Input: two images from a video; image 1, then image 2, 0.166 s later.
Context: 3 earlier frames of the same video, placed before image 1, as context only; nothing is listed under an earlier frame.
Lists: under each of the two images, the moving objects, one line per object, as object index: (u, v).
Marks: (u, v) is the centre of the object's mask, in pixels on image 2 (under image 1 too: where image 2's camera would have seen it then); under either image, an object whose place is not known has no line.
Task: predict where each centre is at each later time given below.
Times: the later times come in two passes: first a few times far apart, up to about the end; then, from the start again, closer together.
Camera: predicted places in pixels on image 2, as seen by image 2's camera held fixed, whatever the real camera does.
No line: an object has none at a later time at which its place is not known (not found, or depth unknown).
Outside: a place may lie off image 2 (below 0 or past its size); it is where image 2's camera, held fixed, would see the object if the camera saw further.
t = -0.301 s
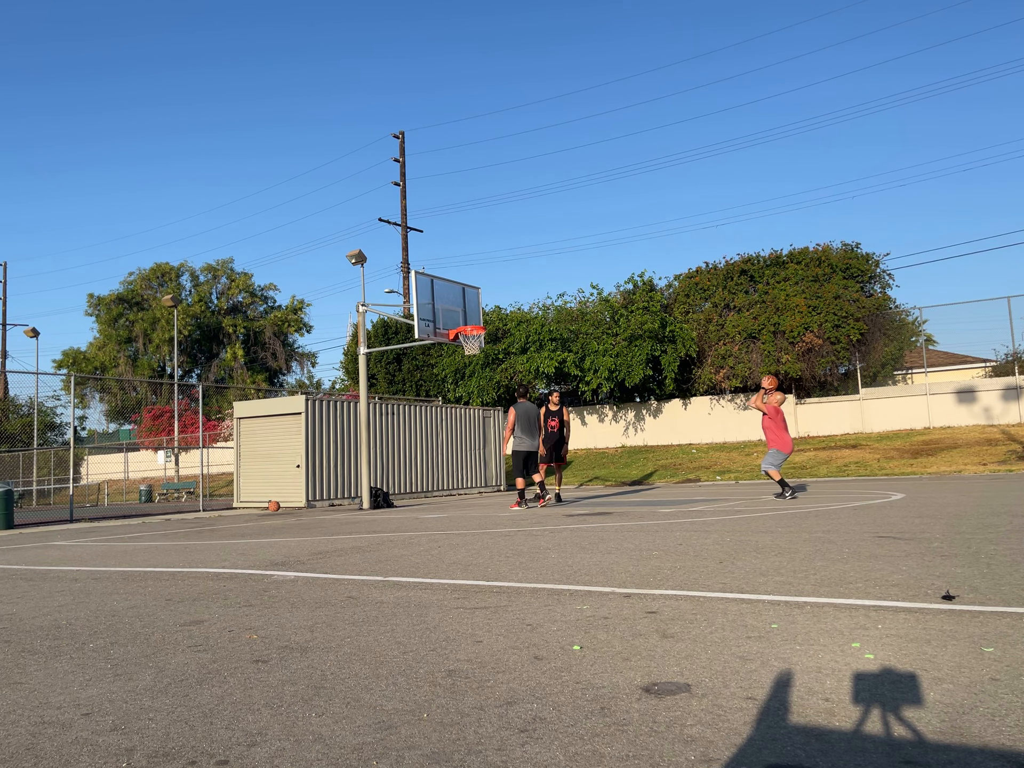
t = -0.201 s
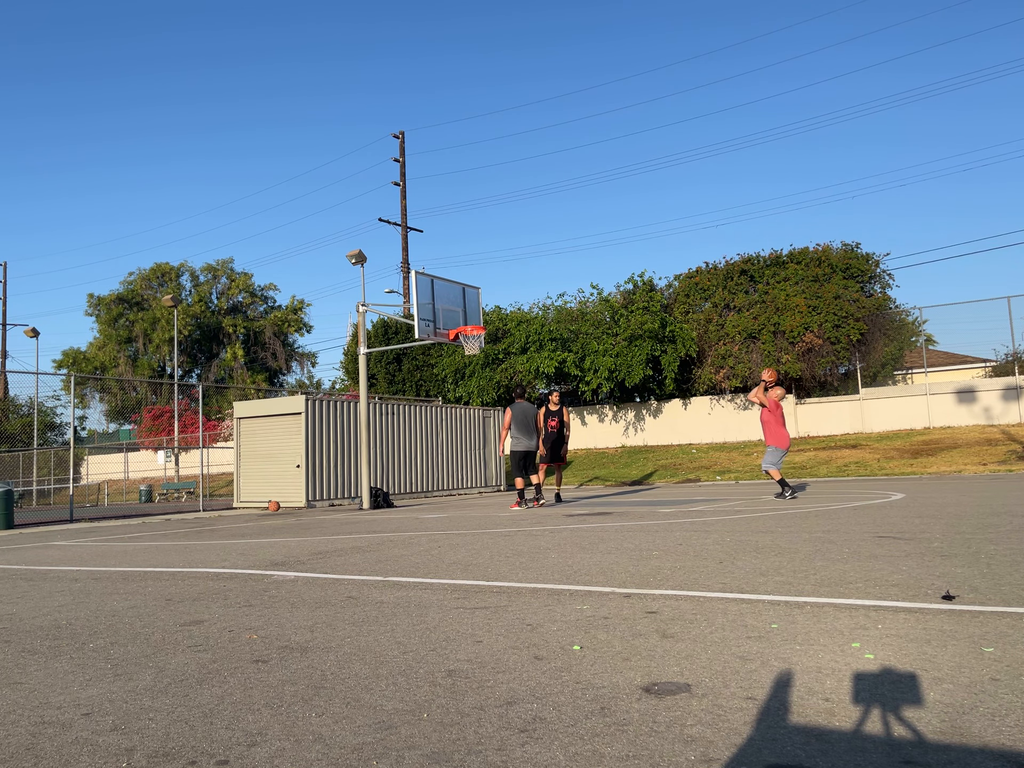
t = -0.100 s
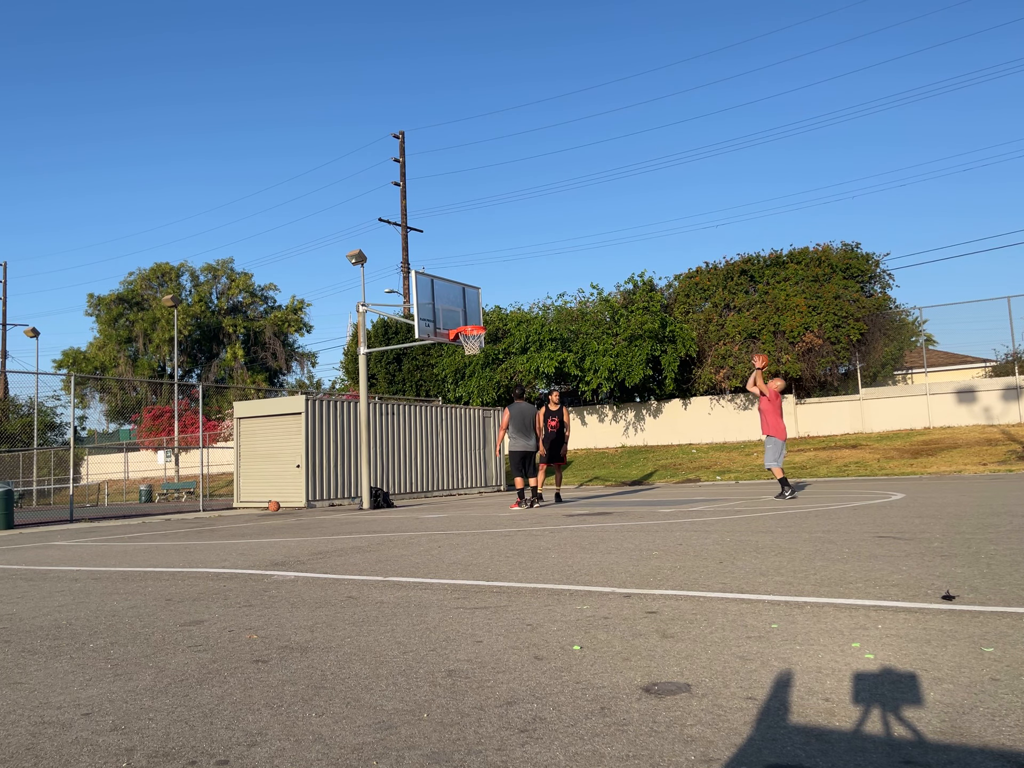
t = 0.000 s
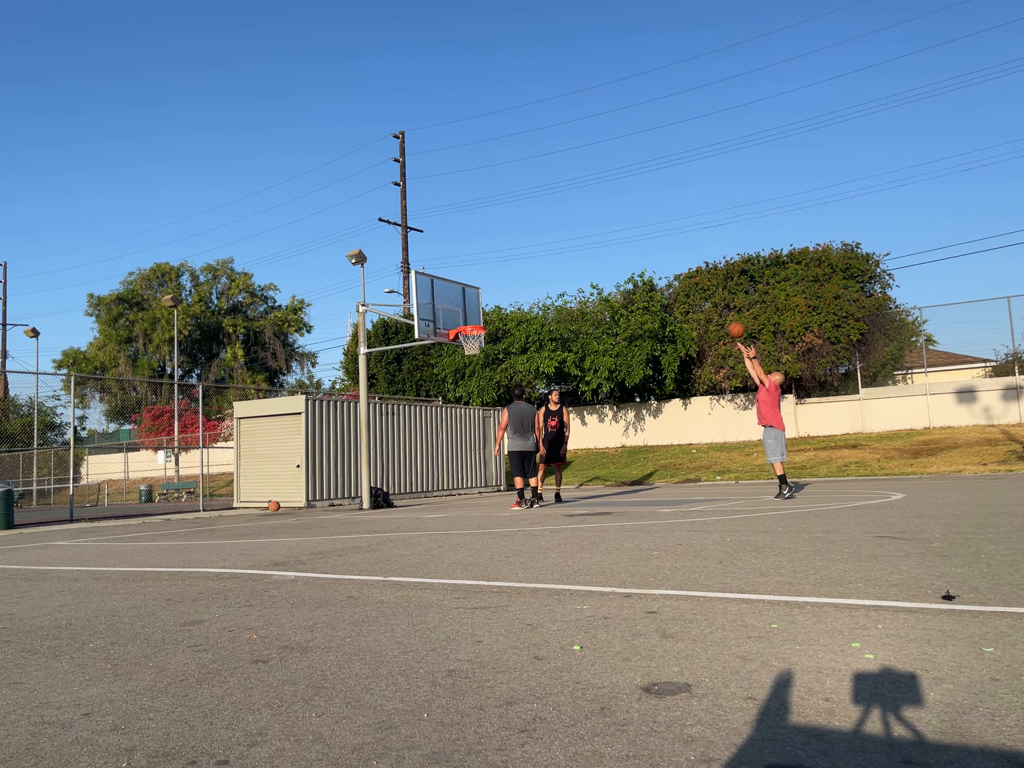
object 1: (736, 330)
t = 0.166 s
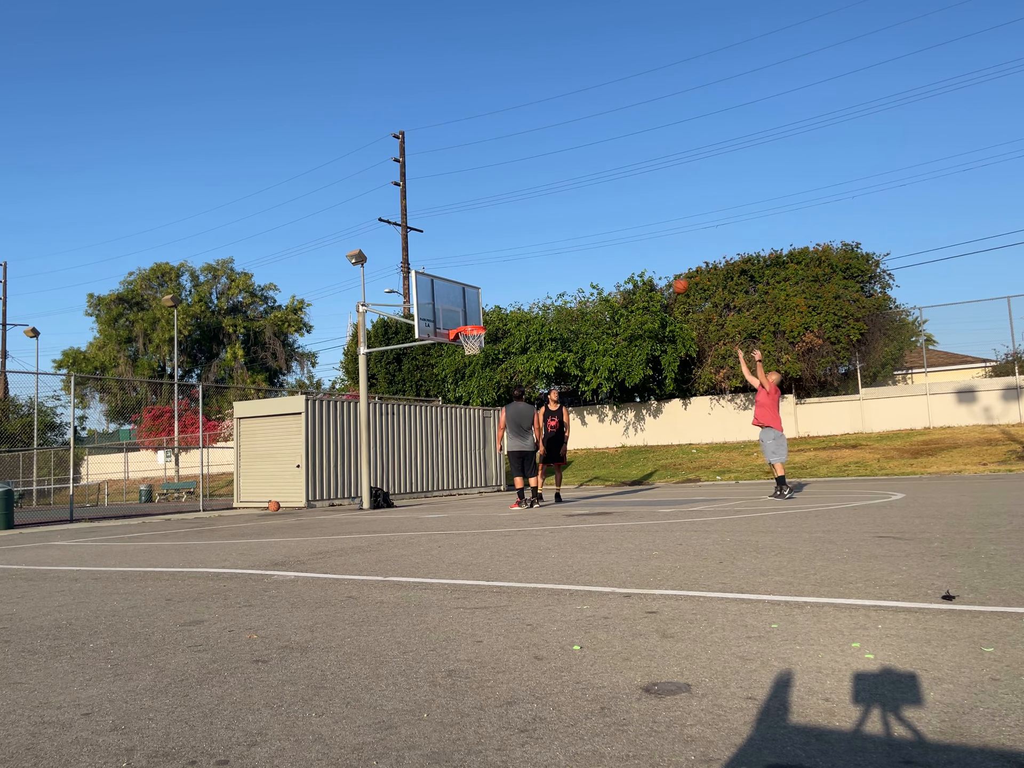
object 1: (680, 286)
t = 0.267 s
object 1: (650, 269)
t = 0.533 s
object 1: (573, 256)
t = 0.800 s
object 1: (505, 287)
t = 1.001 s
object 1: (470, 332)
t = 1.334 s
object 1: (466, 351)
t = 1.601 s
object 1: (469, 359)
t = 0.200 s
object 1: (670, 280)
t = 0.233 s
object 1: (660, 274)
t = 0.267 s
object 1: (650, 269)
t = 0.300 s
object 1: (640, 265)
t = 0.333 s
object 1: (630, 262)
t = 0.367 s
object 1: (620, 259)
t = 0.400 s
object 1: (610, 257)
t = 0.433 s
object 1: (601, 256)
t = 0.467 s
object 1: (592, 255)
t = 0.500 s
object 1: (582, 256)
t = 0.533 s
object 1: (573, 256)
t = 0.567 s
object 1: (565, 258)
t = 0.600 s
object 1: (556, 260)
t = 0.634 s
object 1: (547, 263)
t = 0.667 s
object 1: (538, 267)
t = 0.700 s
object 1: (530, 271)
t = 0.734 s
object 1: (522, 275)
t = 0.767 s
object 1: (513, 281)
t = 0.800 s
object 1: (505, 287)
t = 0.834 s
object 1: (497, 293)
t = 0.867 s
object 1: (489, 301)
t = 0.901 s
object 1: (481, 308)
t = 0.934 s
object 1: (473, 317)
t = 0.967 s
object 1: (465, 323)
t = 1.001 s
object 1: (470, 332)
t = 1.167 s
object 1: (477, 345)
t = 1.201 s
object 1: (475, 347)
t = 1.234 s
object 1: (473, 352)
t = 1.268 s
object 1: (470, 352)
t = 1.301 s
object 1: (467, 351)
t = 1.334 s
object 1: (466, 351)
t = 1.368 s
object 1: (466, 351)
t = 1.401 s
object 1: (465, 351)
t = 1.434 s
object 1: (466, 351)
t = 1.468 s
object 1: (466, 352)
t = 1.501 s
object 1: (466, 353)
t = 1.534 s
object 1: (467, 354)
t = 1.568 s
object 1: (468, 356)
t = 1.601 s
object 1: (469, 359)
